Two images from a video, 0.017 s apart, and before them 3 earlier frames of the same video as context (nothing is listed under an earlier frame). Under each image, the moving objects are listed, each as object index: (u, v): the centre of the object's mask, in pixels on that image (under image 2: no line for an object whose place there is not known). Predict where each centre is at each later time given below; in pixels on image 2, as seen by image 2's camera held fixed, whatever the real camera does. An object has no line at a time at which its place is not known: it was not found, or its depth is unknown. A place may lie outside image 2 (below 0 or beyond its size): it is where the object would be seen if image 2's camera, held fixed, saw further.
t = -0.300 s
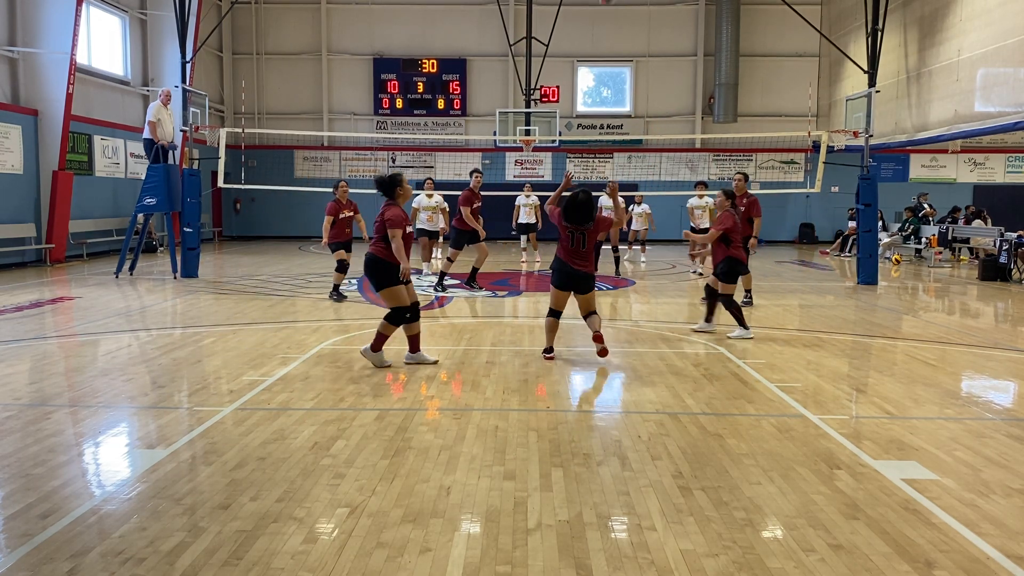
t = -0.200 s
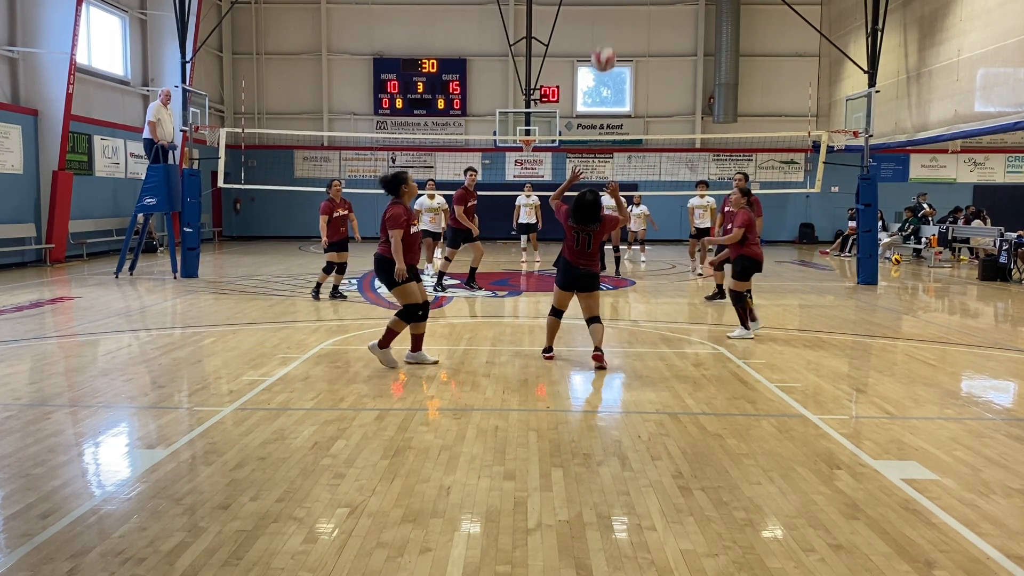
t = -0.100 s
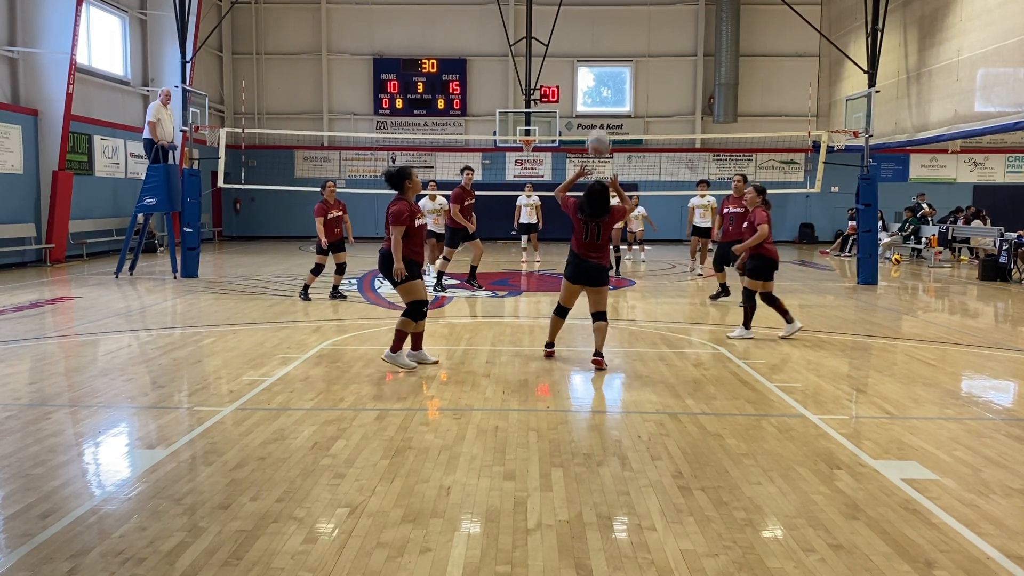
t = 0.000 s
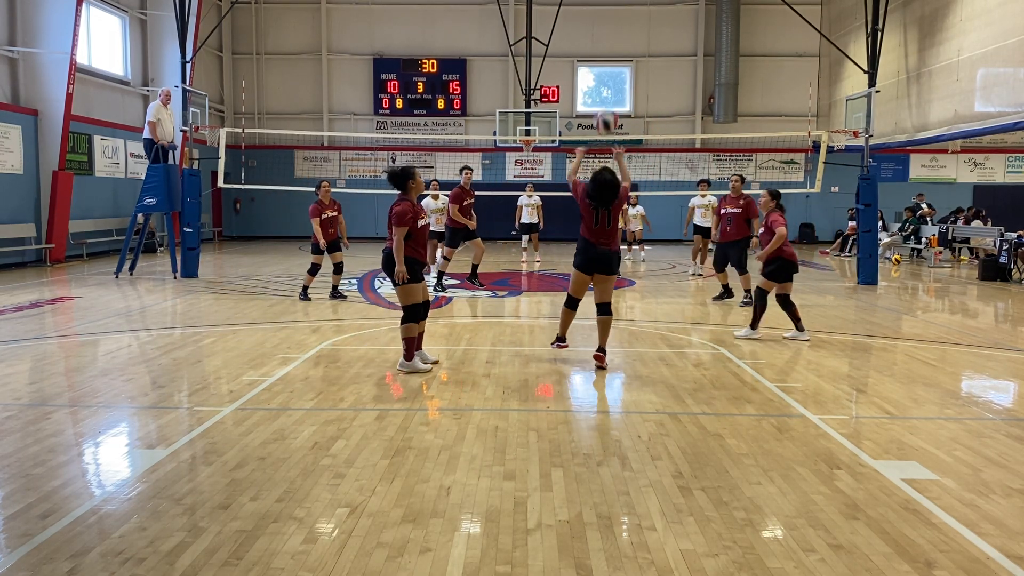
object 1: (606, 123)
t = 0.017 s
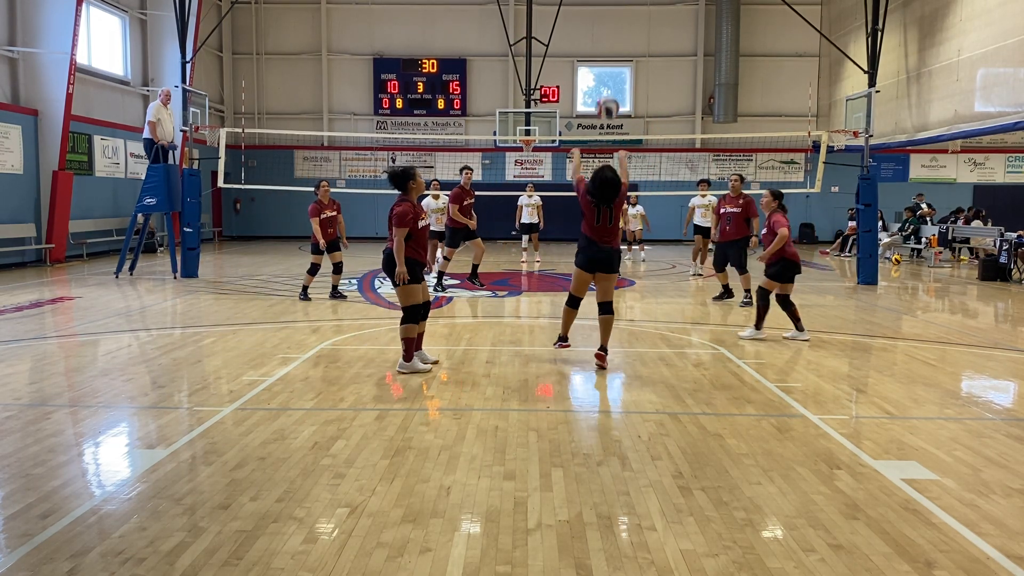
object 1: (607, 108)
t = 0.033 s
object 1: (608, 95)
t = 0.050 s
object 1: (609, 82)
